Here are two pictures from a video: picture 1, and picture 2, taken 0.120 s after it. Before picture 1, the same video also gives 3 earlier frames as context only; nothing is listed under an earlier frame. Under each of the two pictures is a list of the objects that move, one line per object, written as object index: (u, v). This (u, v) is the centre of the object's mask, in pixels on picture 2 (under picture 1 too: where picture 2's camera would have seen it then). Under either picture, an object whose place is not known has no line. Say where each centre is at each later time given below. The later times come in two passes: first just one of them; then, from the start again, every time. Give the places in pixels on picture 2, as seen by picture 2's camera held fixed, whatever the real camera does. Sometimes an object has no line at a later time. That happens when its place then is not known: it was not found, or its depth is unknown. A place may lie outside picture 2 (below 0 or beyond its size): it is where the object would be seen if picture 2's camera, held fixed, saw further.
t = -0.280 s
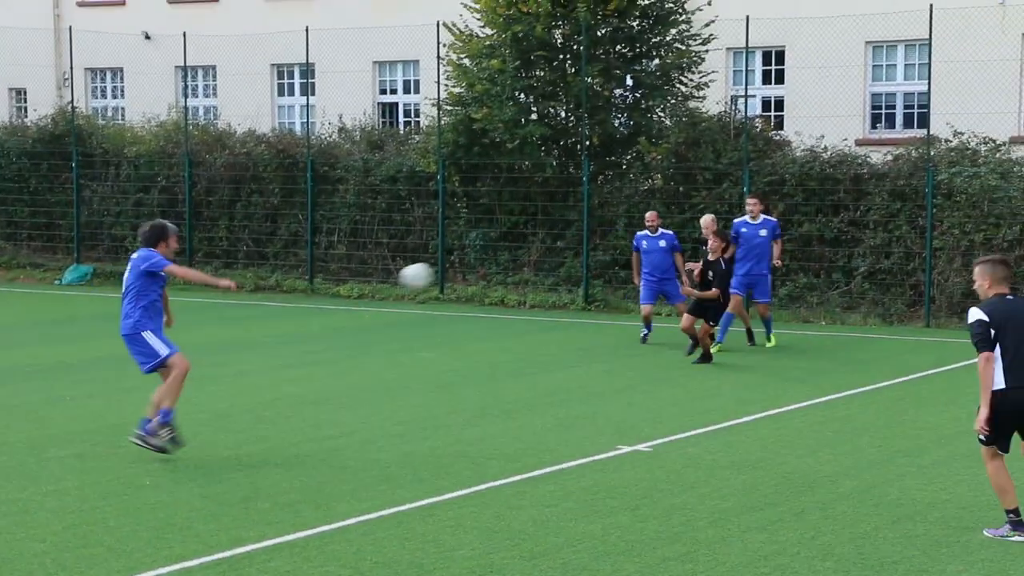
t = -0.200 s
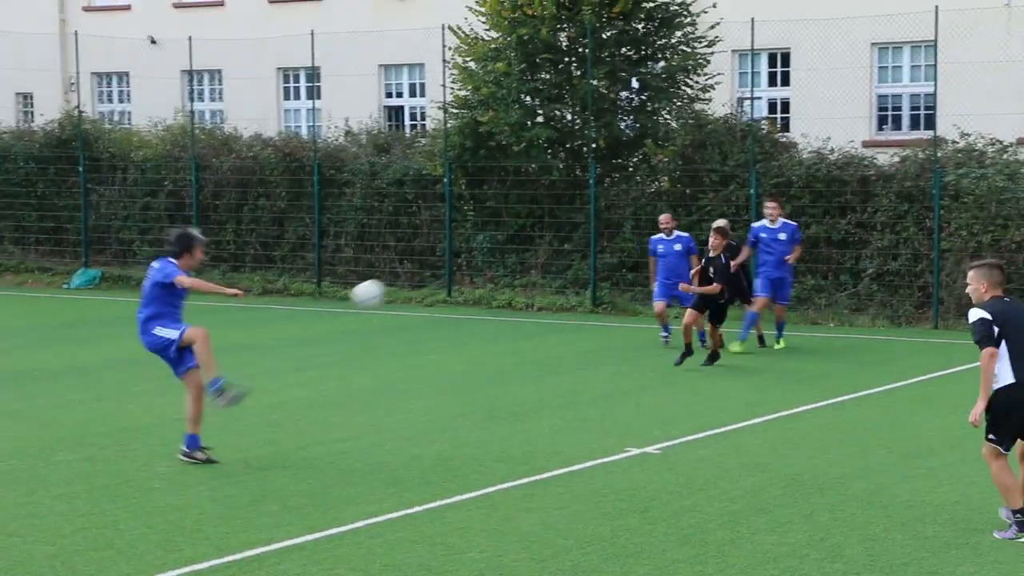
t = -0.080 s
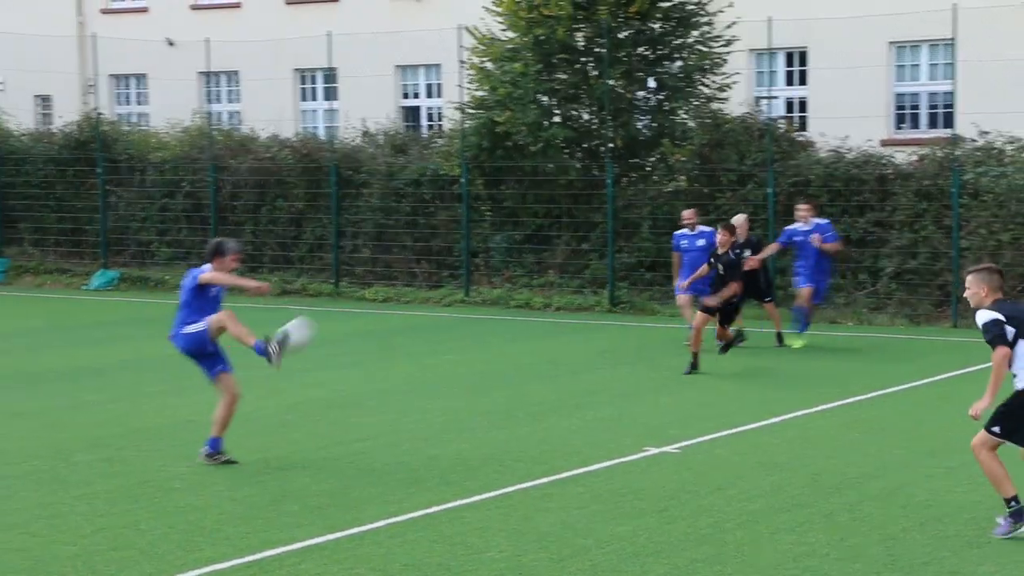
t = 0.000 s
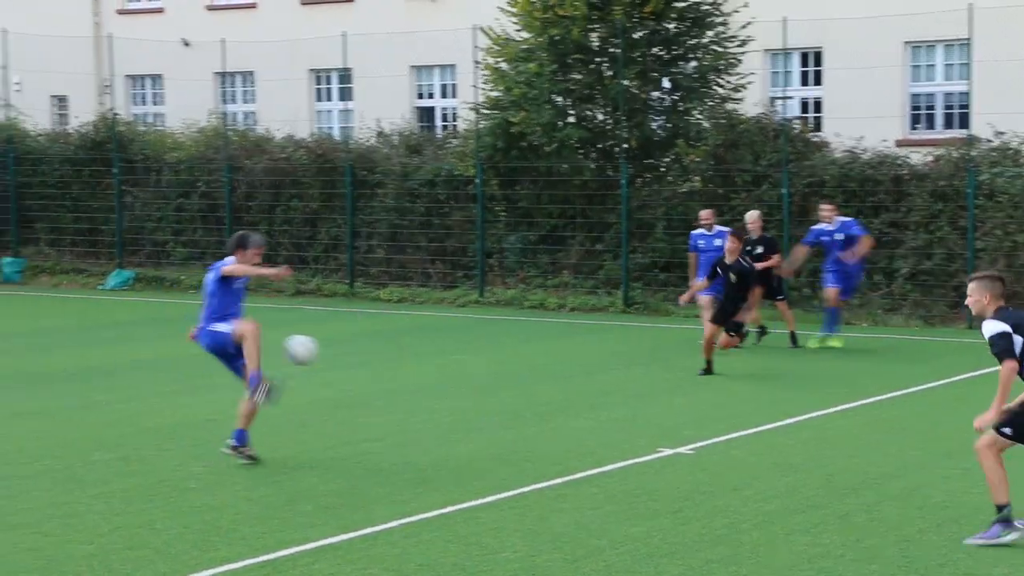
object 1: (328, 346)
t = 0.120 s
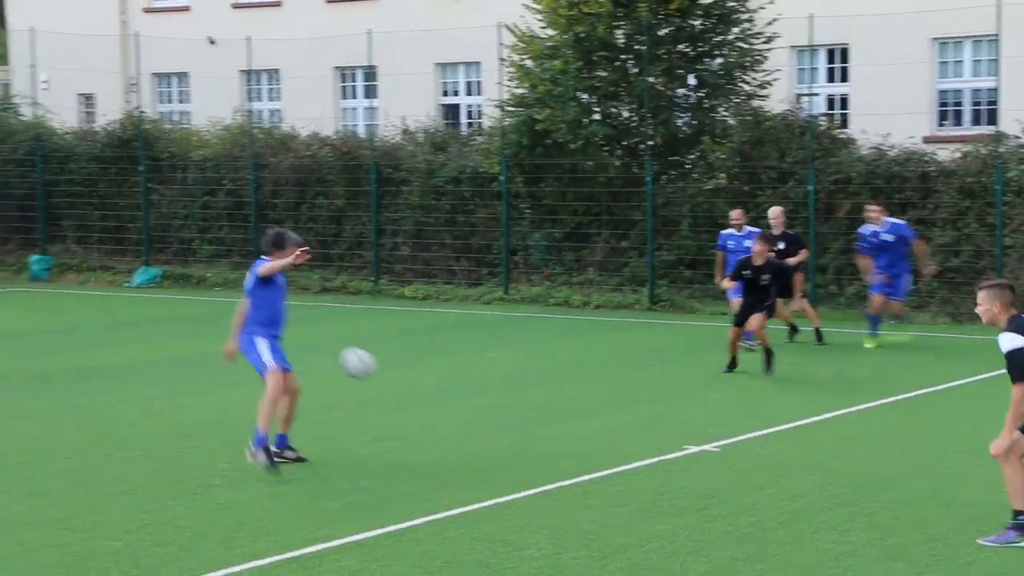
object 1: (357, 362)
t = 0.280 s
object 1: (399, 411)
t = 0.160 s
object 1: (368, 373)
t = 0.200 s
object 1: (377, 384)
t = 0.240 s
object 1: (388, 397)
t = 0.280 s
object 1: (399, 411)
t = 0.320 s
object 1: (409, 429)
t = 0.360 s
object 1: (417, 437)
